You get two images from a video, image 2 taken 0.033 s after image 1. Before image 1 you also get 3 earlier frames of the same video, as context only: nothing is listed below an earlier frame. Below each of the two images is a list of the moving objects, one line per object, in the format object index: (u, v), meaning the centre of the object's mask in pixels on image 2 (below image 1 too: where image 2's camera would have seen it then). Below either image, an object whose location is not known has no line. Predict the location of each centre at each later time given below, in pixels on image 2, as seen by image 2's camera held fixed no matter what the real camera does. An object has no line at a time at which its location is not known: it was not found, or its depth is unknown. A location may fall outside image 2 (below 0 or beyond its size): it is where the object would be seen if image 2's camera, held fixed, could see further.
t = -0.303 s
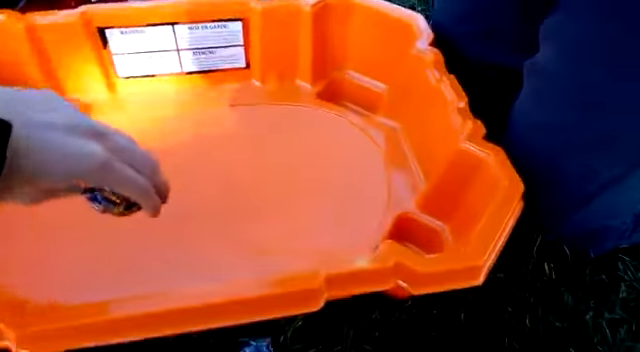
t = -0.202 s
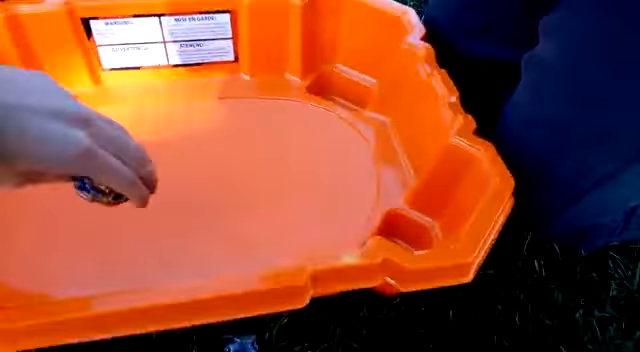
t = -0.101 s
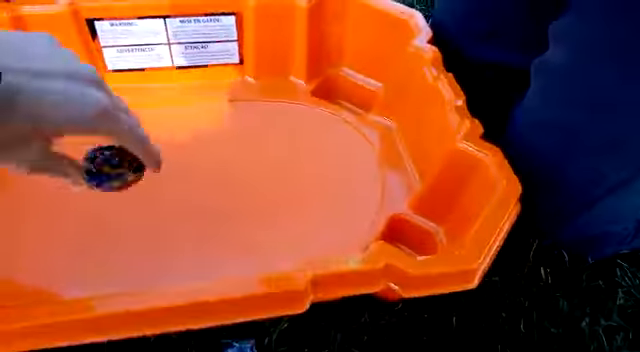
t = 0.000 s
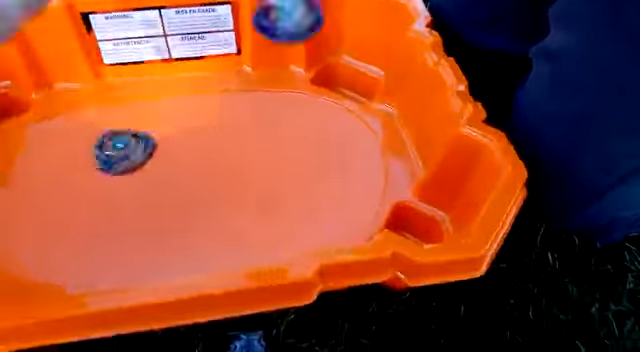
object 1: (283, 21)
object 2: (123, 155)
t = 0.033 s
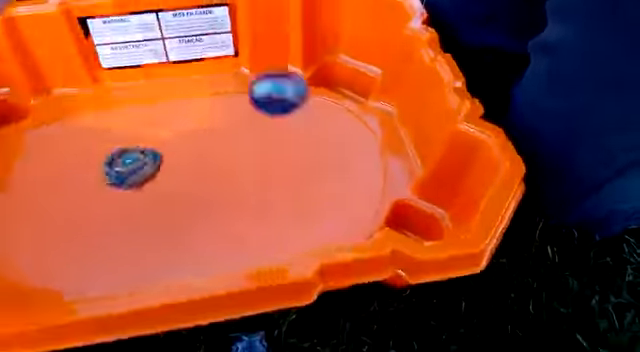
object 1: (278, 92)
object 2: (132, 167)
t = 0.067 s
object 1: (274, 154)
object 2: (143, 186)
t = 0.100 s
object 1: (261, 161)
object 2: (156, 209)
